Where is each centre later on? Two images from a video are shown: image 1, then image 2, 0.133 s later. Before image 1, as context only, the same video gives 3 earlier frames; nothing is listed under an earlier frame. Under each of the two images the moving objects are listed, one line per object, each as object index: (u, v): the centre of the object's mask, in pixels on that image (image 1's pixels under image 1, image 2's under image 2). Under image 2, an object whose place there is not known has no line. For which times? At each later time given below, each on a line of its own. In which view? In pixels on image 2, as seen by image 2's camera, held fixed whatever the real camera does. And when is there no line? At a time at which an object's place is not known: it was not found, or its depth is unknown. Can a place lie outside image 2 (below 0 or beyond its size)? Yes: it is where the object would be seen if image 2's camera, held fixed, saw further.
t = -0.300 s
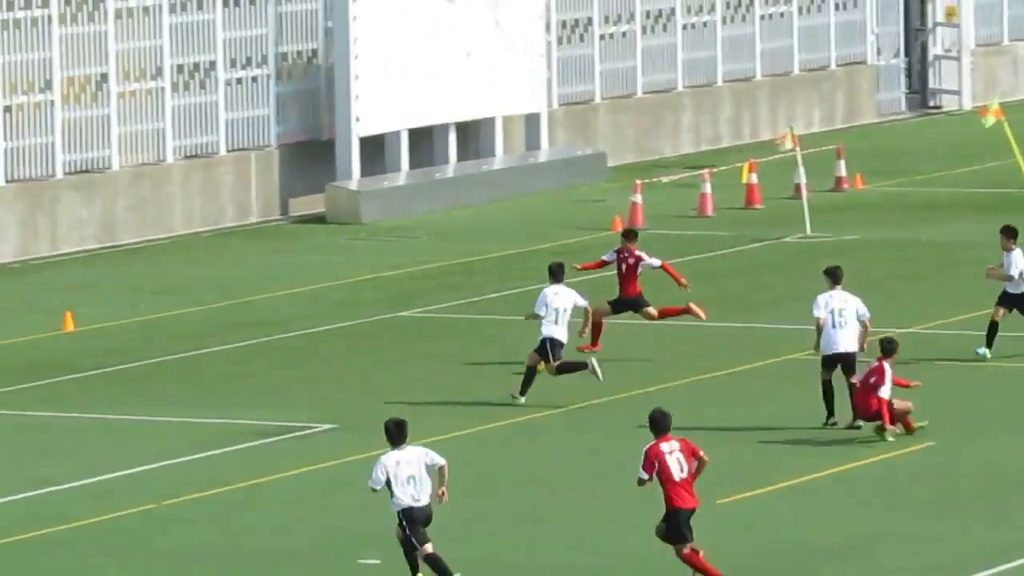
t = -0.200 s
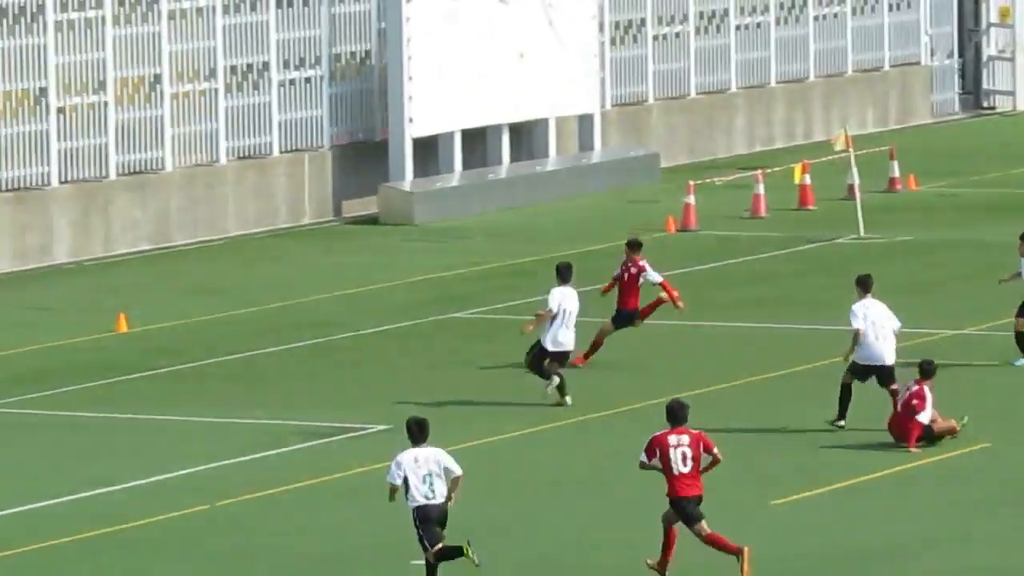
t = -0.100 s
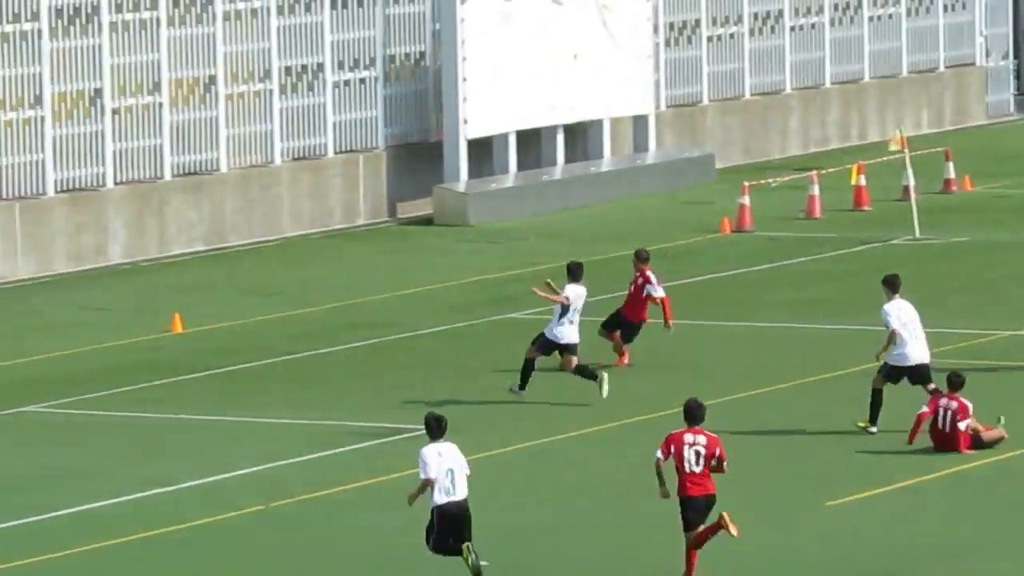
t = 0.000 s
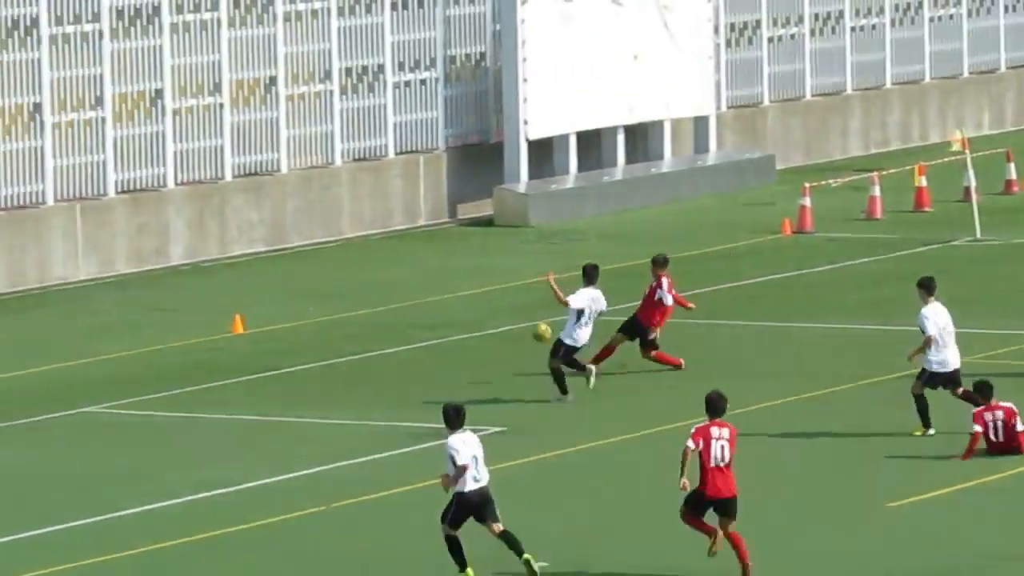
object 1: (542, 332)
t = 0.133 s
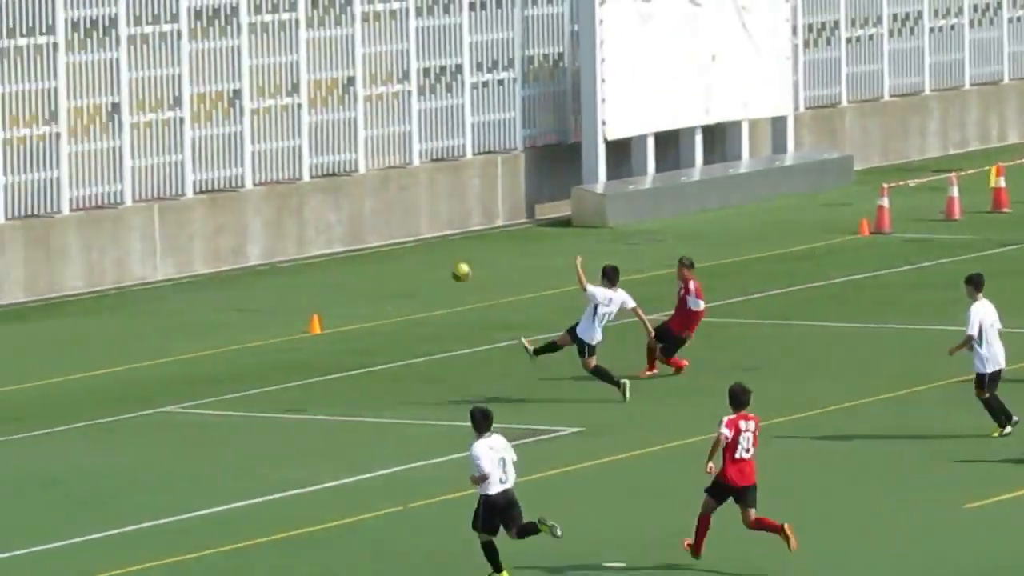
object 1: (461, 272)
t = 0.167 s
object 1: (422, 259)
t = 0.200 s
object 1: (382, 245)
